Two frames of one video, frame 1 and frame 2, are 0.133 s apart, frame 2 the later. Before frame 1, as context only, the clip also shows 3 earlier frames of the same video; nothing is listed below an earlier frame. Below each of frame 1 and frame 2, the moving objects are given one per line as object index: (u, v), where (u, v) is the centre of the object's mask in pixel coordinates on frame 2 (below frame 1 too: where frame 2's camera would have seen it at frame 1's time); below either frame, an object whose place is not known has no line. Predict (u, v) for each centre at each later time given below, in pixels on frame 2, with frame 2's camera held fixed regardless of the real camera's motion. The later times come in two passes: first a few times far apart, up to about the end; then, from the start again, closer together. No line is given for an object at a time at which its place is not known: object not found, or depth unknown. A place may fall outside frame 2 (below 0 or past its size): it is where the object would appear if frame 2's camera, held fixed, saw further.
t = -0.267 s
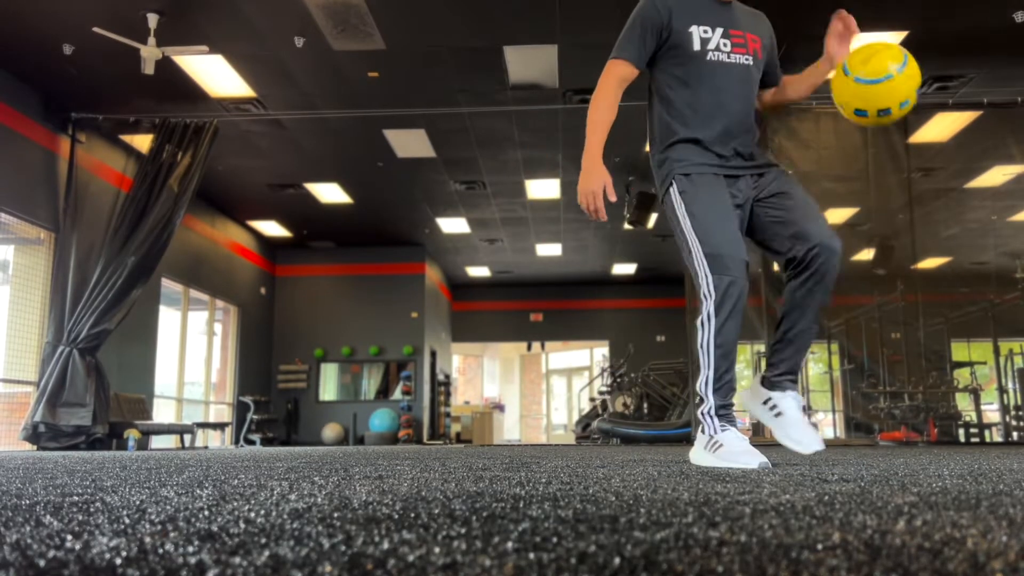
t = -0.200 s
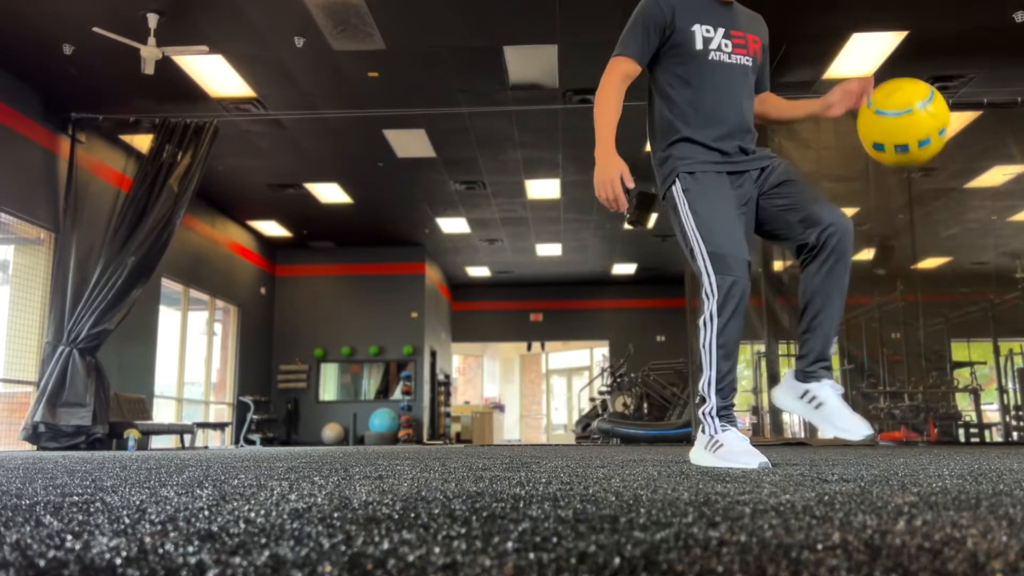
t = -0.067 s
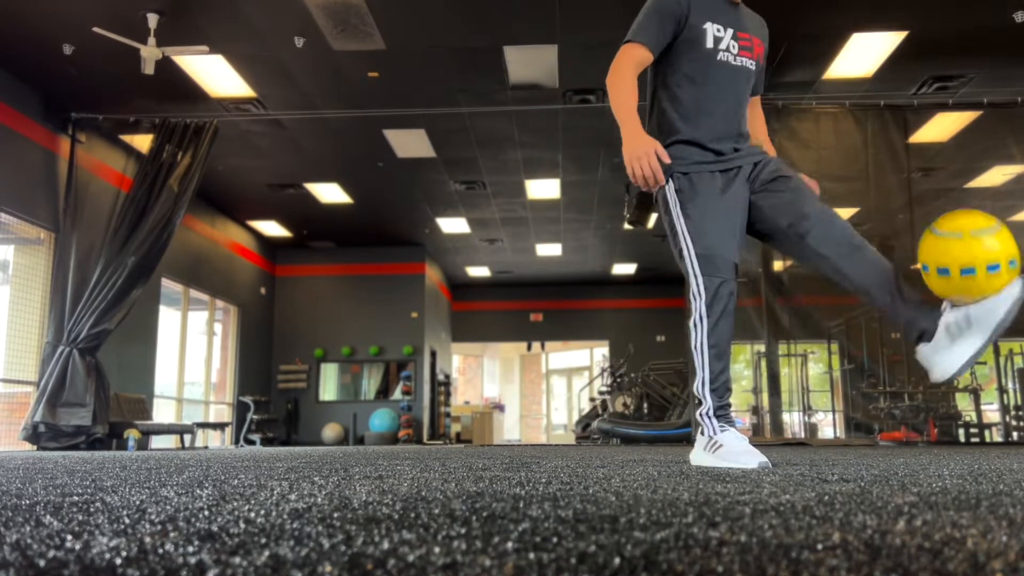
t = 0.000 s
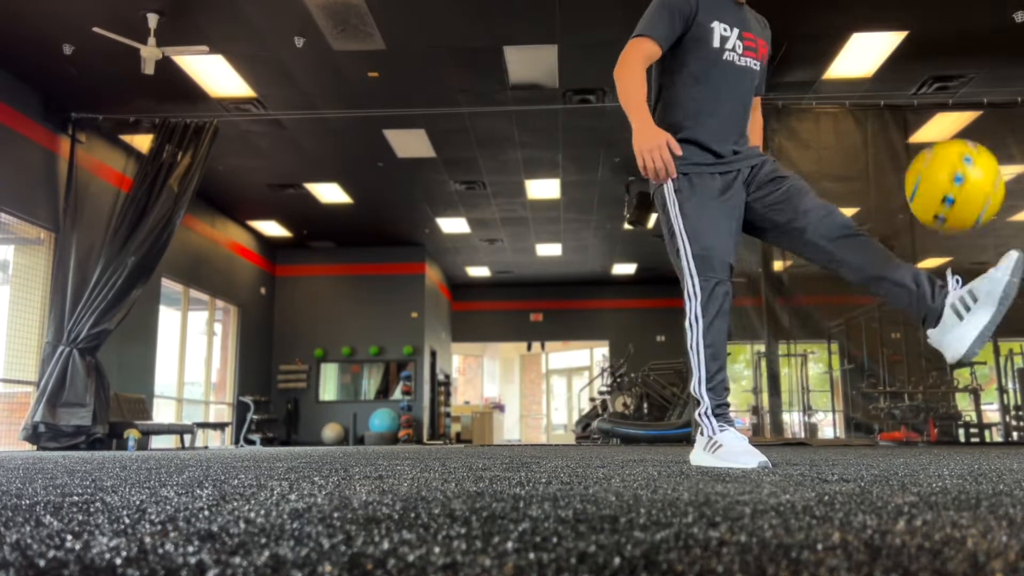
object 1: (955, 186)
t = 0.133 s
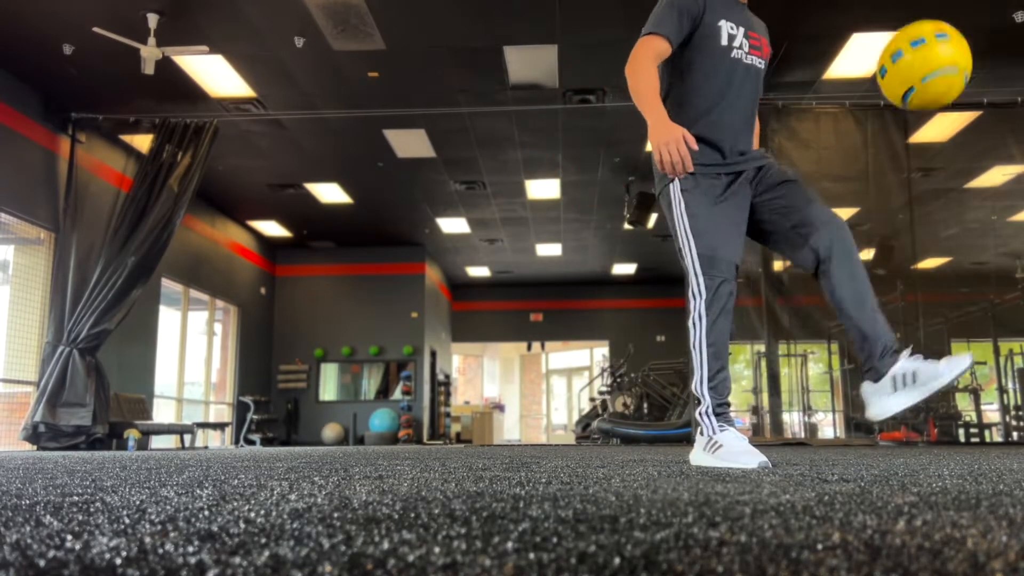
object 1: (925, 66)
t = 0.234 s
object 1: (904, 27)
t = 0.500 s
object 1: (866, 61)
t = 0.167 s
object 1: (918, 45)
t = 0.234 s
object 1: (904, 27)
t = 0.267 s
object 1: (897, 23)
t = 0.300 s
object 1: (891, 21)
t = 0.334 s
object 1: (885, 21)
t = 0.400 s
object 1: (876, 26)
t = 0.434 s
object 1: (873, 33)
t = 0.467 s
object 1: (870, 43)
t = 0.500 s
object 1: (866, 61)
